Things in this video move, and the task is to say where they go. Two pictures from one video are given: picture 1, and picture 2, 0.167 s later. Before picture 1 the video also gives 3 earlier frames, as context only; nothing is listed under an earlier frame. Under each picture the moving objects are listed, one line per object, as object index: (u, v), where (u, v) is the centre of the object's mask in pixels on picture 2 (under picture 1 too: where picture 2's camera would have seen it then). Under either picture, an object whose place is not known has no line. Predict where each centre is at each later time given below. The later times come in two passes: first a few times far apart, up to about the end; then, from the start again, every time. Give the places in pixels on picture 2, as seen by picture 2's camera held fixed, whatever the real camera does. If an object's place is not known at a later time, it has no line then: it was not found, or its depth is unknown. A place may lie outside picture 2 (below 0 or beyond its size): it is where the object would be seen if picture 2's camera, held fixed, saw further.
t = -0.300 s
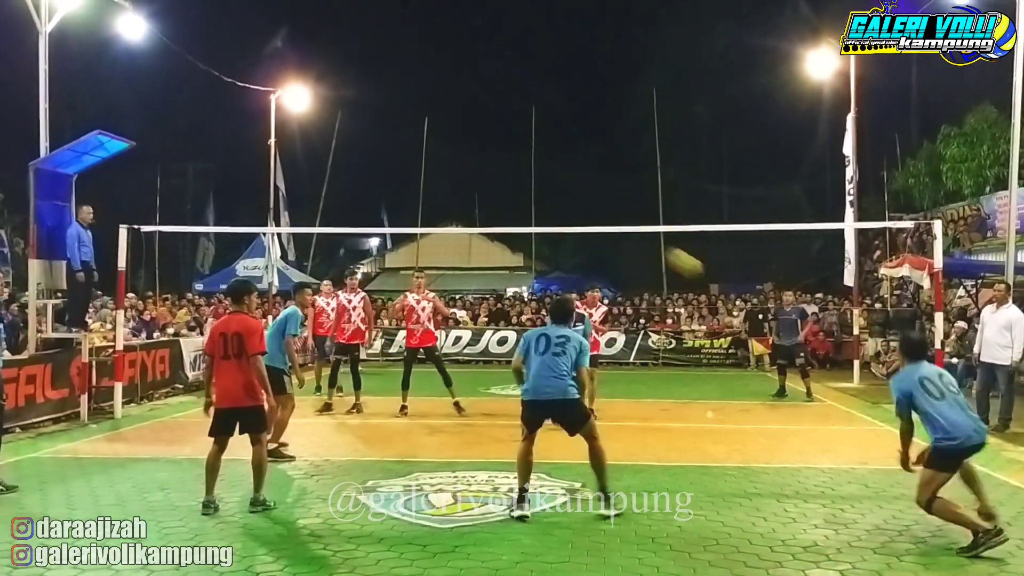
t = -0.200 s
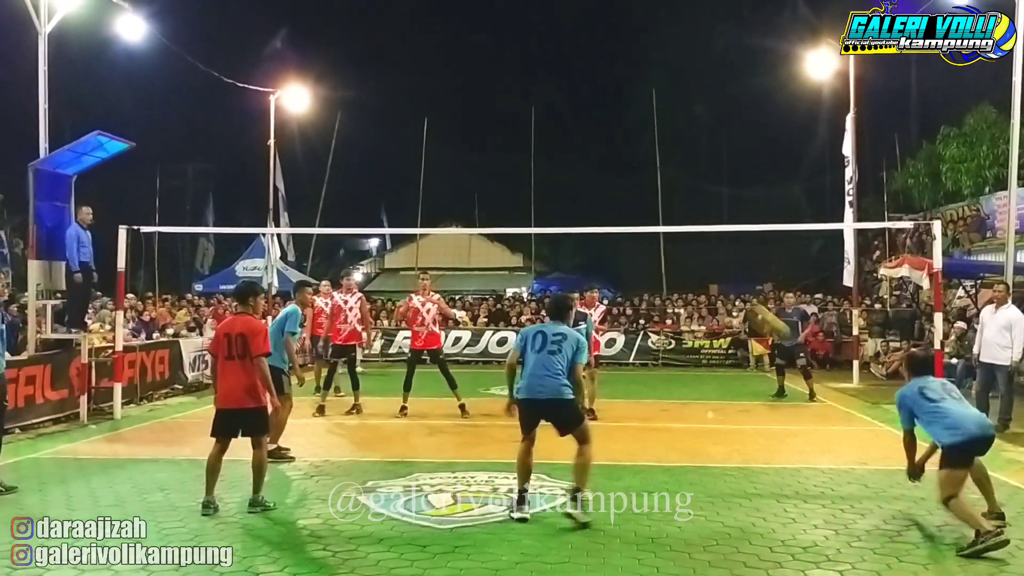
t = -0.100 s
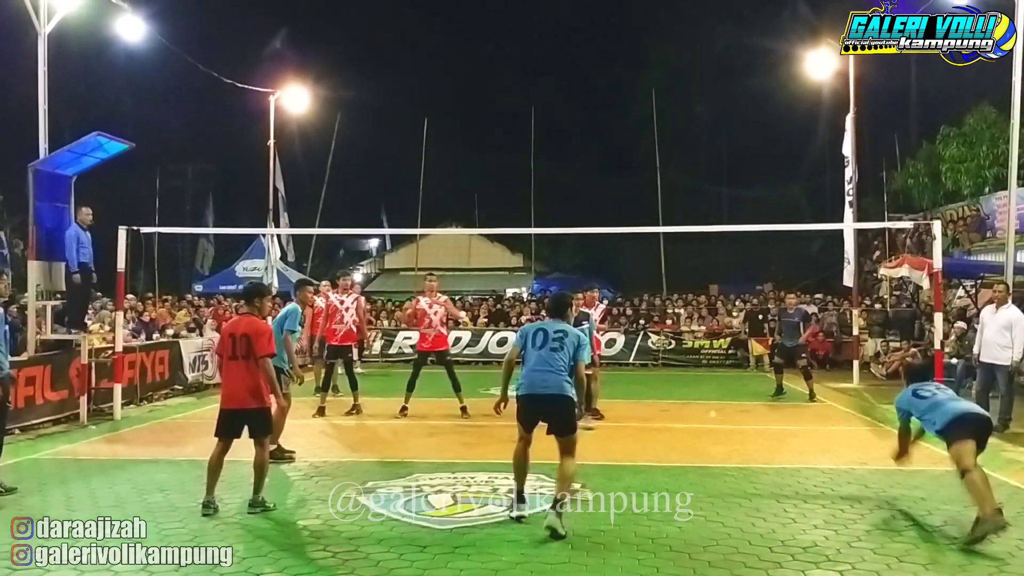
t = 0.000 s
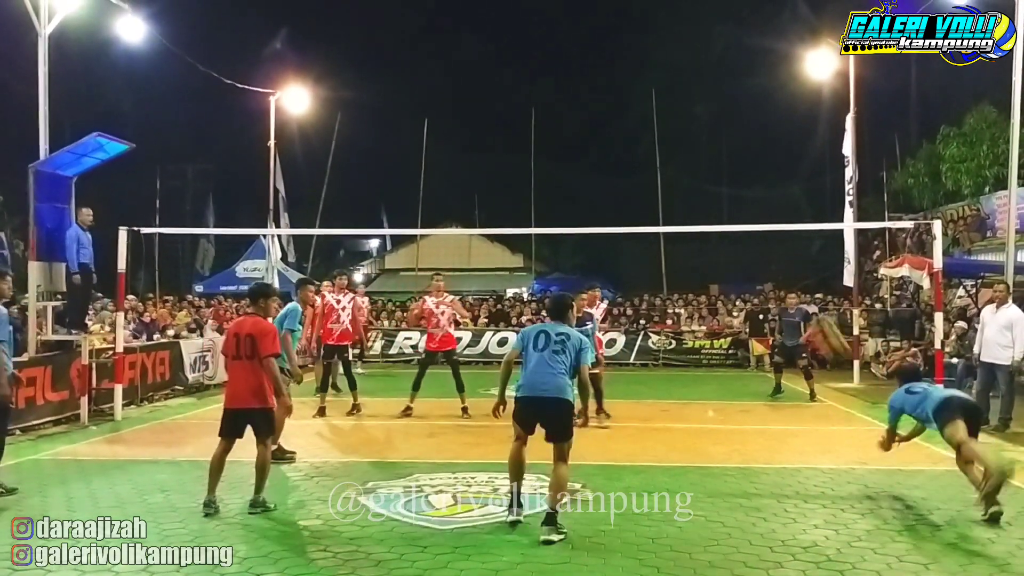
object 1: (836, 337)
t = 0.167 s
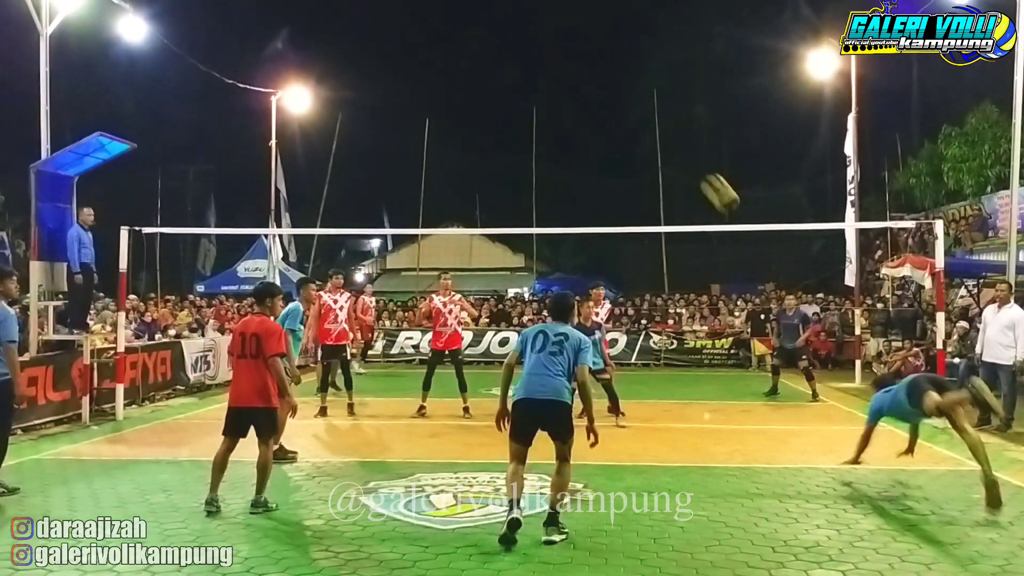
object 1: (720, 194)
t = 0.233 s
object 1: (682, 149)
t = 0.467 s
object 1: (567, 43)
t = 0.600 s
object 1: (512, 14)
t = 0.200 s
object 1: (701, 171)
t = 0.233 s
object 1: (682, 149)
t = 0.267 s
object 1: (663, 129)
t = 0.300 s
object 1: (646, 111)
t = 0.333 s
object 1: (630, 95)
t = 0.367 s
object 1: (612, 79)
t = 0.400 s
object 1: (596, 66)
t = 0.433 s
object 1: (582, 54)
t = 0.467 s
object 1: (567, 43)
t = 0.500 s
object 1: (552, 33)
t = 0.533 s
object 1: (538, 24)
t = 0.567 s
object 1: (525, 18)
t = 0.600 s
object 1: (512, 14)
